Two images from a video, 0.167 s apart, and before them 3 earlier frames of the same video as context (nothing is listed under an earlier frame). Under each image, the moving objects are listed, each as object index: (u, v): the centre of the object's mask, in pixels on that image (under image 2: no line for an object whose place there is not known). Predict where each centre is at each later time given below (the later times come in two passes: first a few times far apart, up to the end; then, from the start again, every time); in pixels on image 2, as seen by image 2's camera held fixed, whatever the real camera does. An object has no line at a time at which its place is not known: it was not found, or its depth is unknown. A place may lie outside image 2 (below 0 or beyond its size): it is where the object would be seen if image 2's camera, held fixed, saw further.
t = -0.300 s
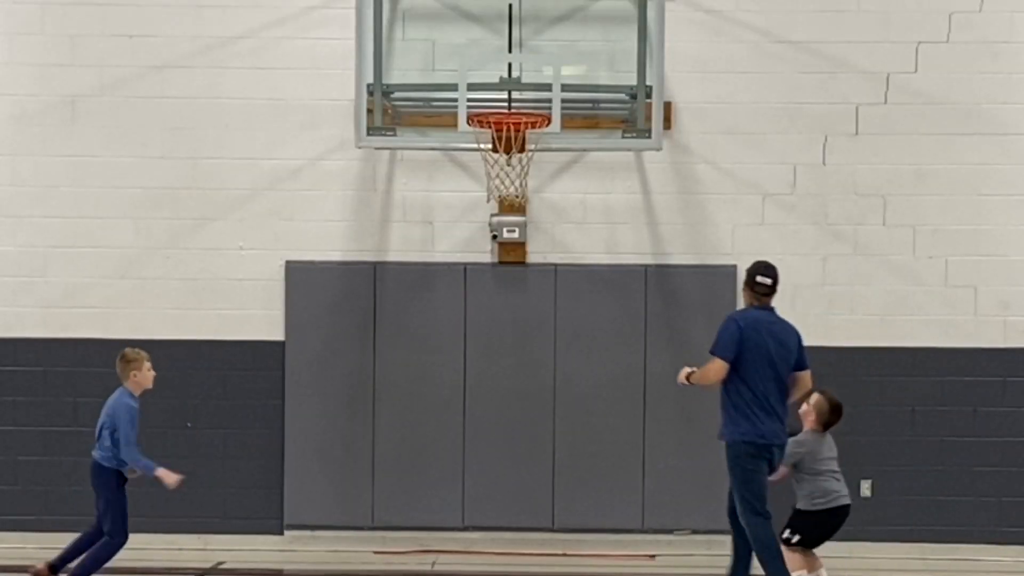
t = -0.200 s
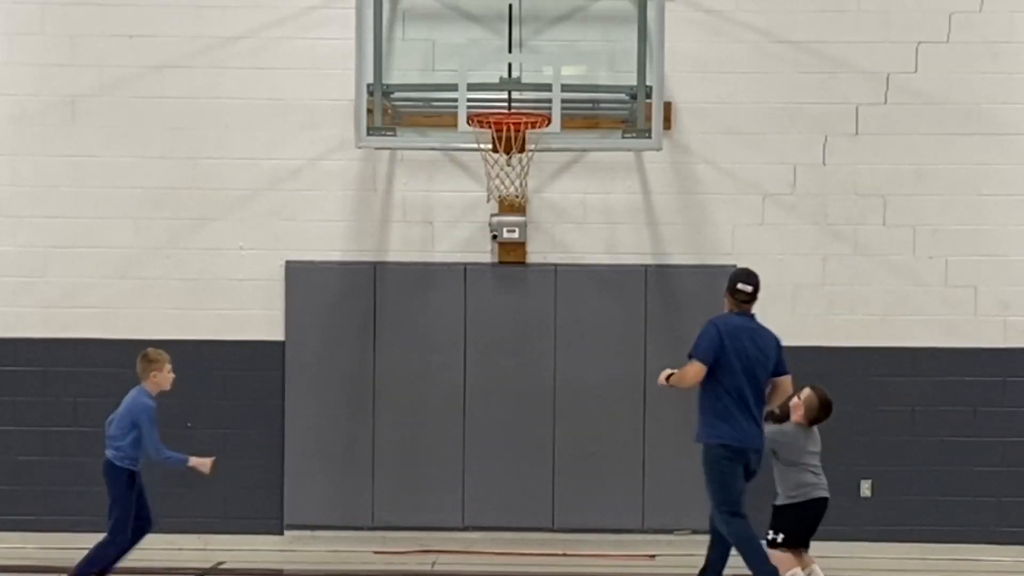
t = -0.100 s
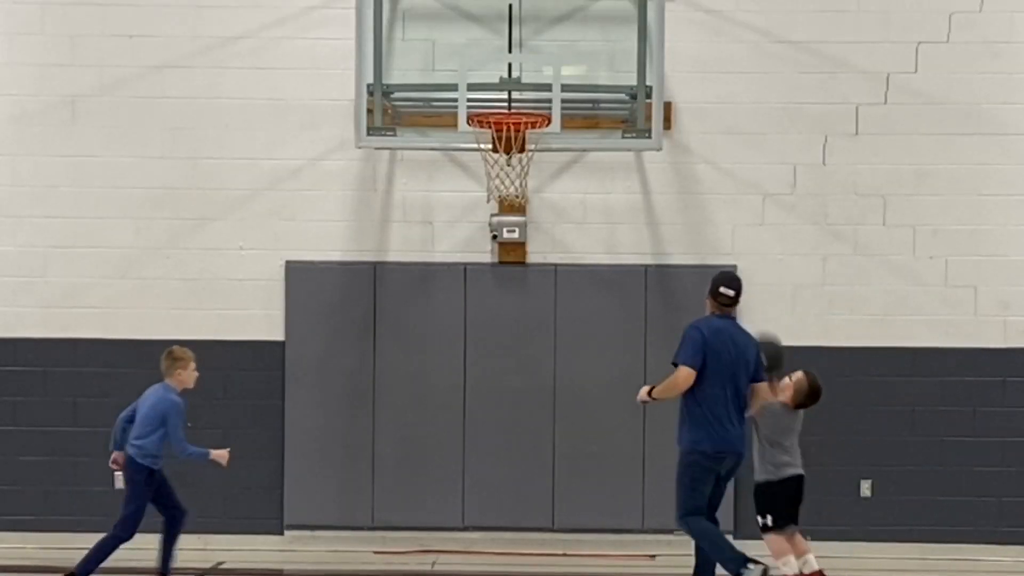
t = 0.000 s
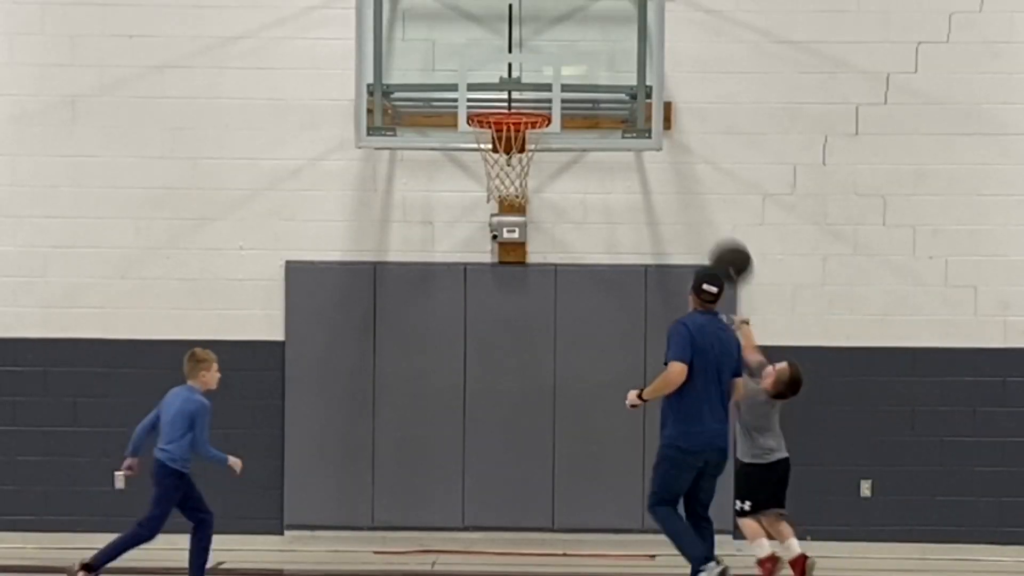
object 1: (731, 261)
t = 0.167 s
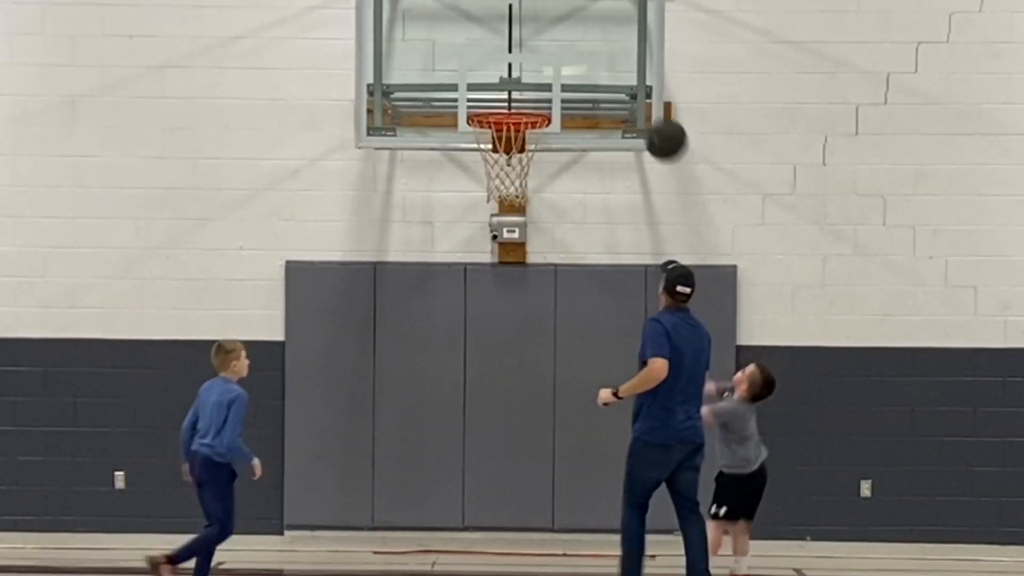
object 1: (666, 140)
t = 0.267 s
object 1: (628, 89)
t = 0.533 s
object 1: (531, 42)
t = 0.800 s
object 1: (466, 99)
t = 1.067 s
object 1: (407, 81)
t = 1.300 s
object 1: (353, 160)
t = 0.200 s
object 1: (652, 121)
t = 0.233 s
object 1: (640, 104)
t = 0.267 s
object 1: (628, 89)
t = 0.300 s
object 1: (615, 76)
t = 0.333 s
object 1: (603, 66)
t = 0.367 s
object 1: (591, 57)
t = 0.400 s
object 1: (579, 50)
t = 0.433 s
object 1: (566, 45)
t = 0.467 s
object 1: (555, 42)
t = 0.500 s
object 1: (542, 41)
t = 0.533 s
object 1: (531, 42)
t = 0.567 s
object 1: (519, 44)
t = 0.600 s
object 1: (507, 48)
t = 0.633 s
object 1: (496, 54)
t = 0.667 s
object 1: (490, 60)
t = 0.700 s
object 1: (484, 68)
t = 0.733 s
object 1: (478, 76)
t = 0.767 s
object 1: (472, 88)
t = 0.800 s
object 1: (466, 99)
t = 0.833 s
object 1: (460, 94)
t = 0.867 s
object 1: (452, 87)
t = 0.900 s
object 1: (445, 81)
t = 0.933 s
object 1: (437, 78)
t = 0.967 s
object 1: (430, 76)
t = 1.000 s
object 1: (422, 76)
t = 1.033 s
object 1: (415, 78)
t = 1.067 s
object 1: (407, 81)
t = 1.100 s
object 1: (399, 87)
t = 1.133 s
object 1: (392, 95)
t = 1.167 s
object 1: (384, 104)
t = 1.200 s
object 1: (376, 115)
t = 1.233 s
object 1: (368, 128)
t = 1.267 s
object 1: (361, 143)
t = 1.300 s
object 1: (353, 160)
